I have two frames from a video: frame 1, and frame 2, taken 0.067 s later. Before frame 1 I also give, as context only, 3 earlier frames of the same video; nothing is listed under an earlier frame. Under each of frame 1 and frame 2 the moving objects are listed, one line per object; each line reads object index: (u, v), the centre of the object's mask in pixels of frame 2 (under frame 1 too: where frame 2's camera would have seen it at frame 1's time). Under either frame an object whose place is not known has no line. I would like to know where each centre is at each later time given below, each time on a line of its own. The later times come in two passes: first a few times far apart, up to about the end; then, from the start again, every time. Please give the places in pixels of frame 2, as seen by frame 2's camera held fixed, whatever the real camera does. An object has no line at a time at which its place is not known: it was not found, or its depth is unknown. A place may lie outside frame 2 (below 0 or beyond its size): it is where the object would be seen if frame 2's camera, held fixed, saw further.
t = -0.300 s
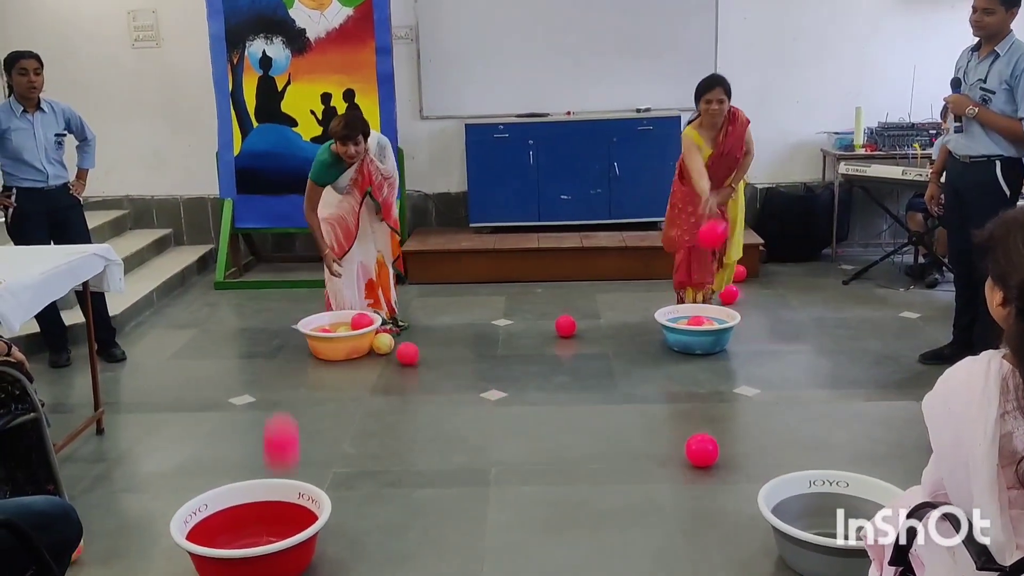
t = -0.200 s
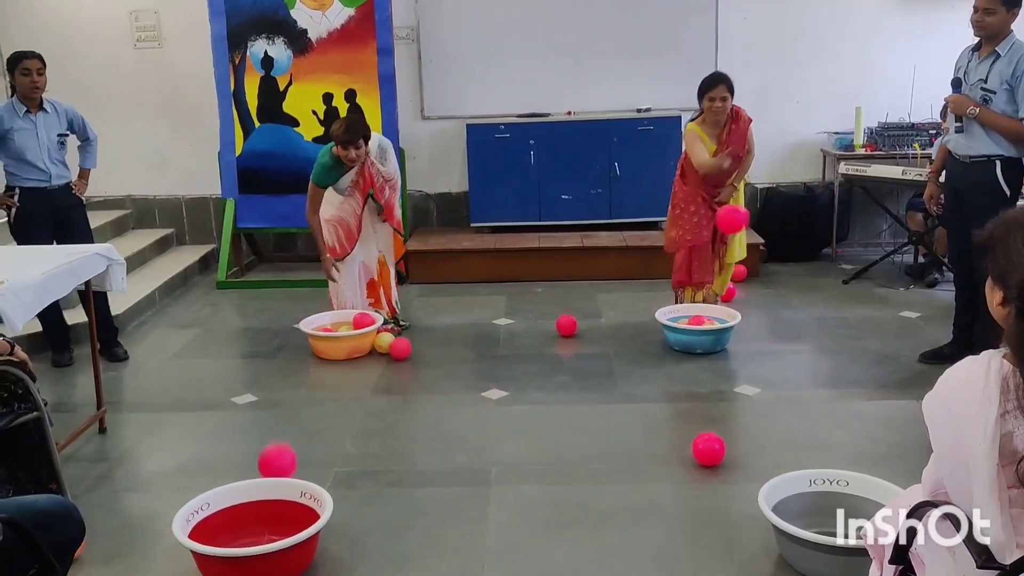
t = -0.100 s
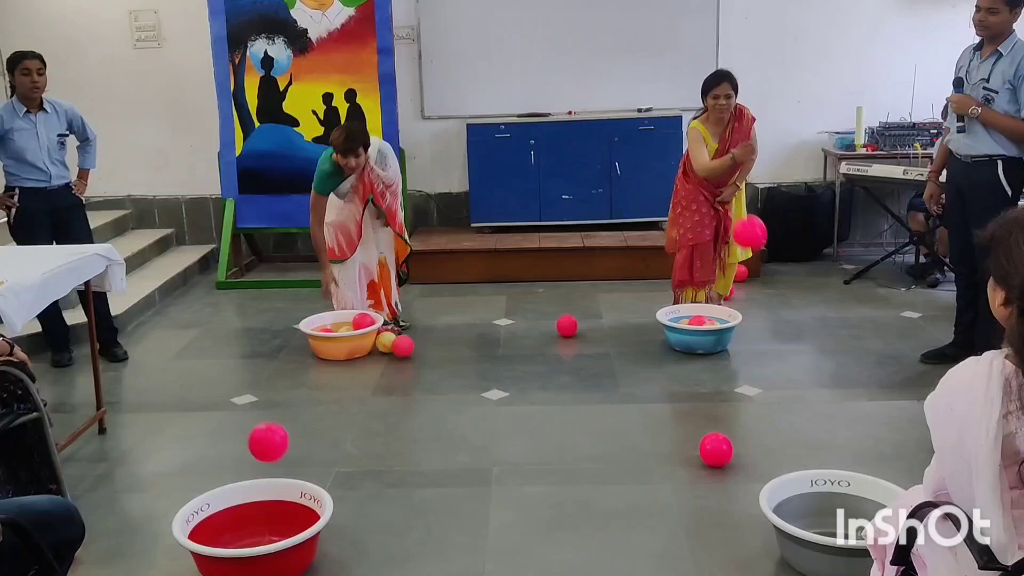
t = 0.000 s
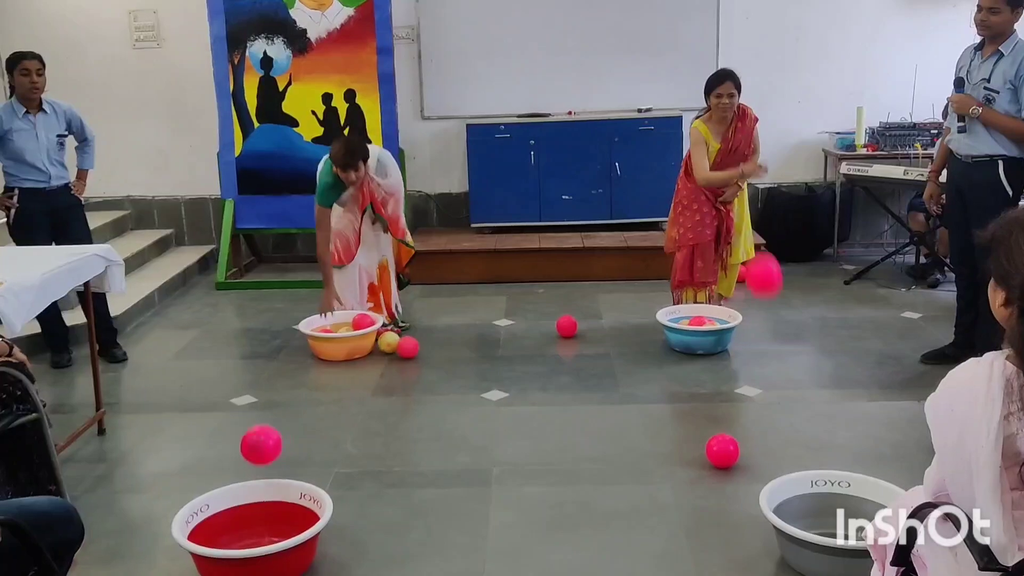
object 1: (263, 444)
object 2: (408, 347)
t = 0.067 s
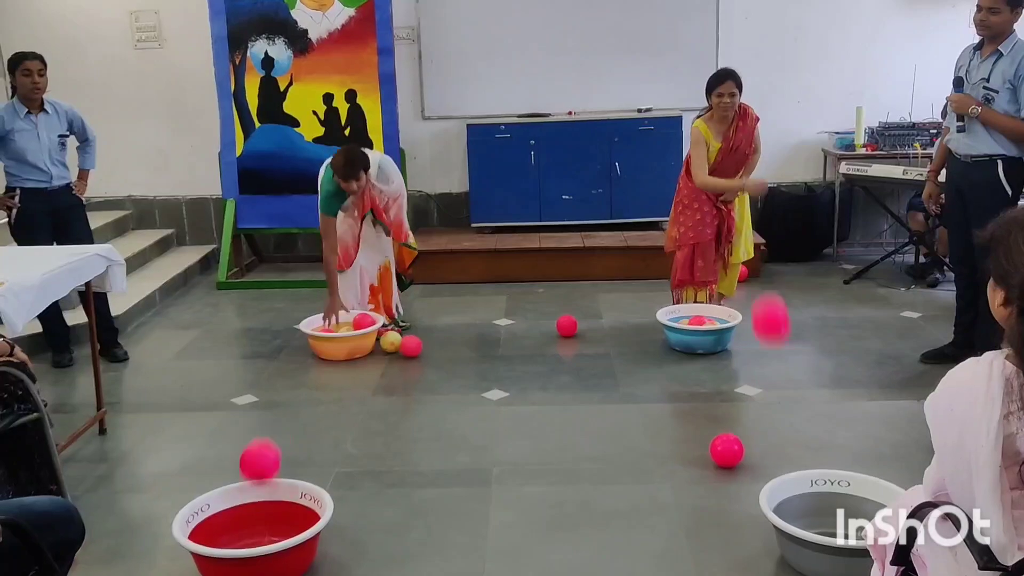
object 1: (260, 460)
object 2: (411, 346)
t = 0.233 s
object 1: (257, 524)
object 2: (418, 344)
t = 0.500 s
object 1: (235, 540)
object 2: (428, 341)
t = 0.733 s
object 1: (232, 539)
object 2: (436, 338)
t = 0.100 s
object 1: (261, 473)
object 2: (413, 346)
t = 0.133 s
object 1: (260, 494)
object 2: (414, 346)
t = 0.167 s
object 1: (260, 513)
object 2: (415, 345)
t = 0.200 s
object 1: (260, 528)
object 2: (417, 345)
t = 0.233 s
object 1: (257, 524)
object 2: (418, 344)
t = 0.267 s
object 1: (254, 520)
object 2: (420, 344)
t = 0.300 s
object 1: (252, 518)
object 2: (421, 343)
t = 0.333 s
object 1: (249, 519)
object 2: (422, 343)
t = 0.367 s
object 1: (247, 523)
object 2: (424, 343)
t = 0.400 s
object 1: (245, 528)
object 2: (425, 342)
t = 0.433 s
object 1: (244, 533)
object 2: (426, 342)
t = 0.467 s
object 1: (241, 537)
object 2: (427, 341)
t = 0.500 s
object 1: (235, 540)
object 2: (428, 341)
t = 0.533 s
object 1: (227, 539)
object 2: (430, 340)
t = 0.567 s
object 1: (220, 538)
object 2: (431, 339)
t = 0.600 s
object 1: (219, 539)
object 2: (432, 339)
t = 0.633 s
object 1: (223, 539)
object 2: (433, 339)
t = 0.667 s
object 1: (227, 539)
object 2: (434, 338)
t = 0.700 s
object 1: (230, 539)
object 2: (435, 338)
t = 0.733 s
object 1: (232, 539)
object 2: (436, 338)
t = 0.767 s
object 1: (234, 539)
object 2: (436, 337)
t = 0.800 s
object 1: (237, 538)
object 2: (437, 337)
